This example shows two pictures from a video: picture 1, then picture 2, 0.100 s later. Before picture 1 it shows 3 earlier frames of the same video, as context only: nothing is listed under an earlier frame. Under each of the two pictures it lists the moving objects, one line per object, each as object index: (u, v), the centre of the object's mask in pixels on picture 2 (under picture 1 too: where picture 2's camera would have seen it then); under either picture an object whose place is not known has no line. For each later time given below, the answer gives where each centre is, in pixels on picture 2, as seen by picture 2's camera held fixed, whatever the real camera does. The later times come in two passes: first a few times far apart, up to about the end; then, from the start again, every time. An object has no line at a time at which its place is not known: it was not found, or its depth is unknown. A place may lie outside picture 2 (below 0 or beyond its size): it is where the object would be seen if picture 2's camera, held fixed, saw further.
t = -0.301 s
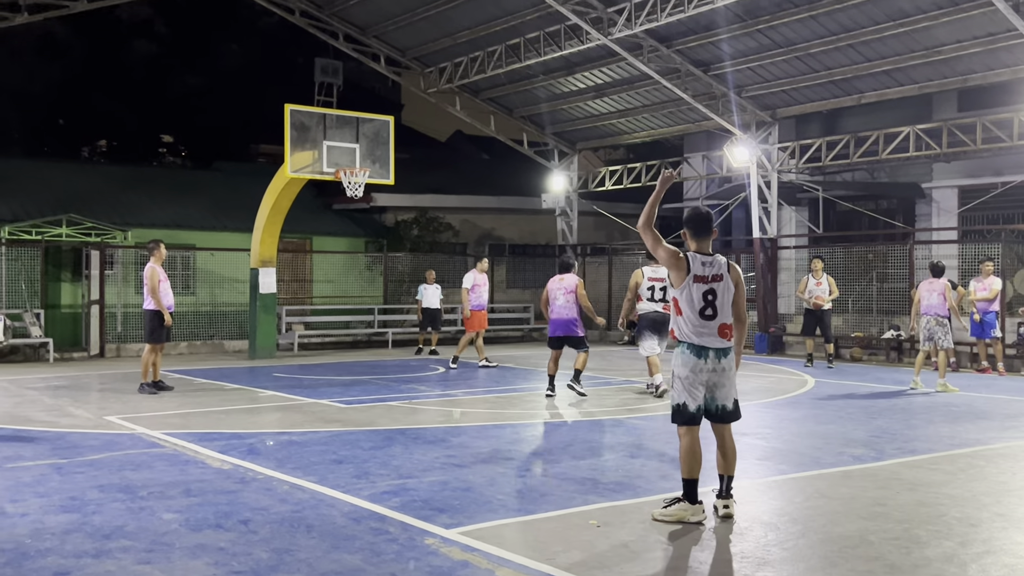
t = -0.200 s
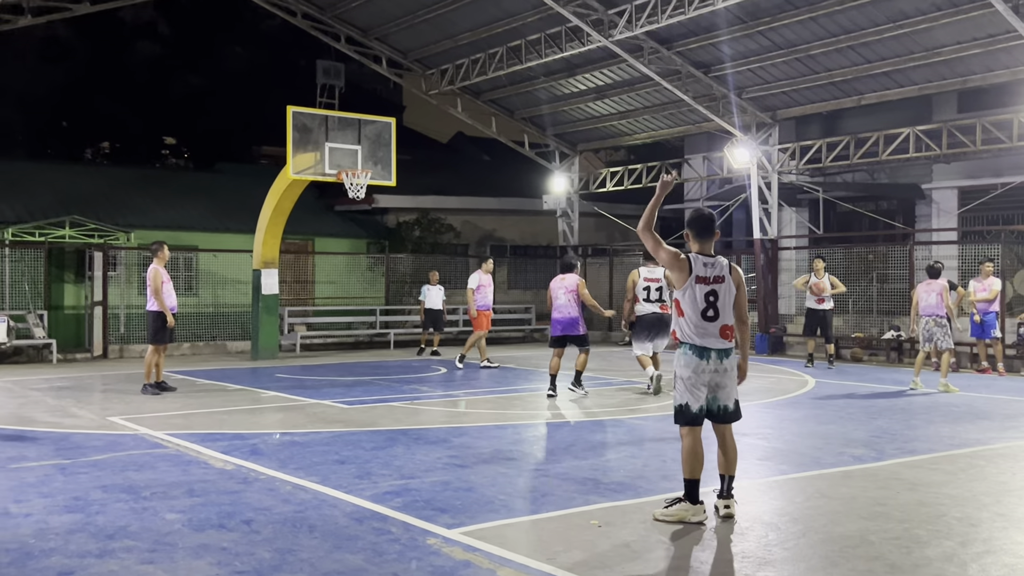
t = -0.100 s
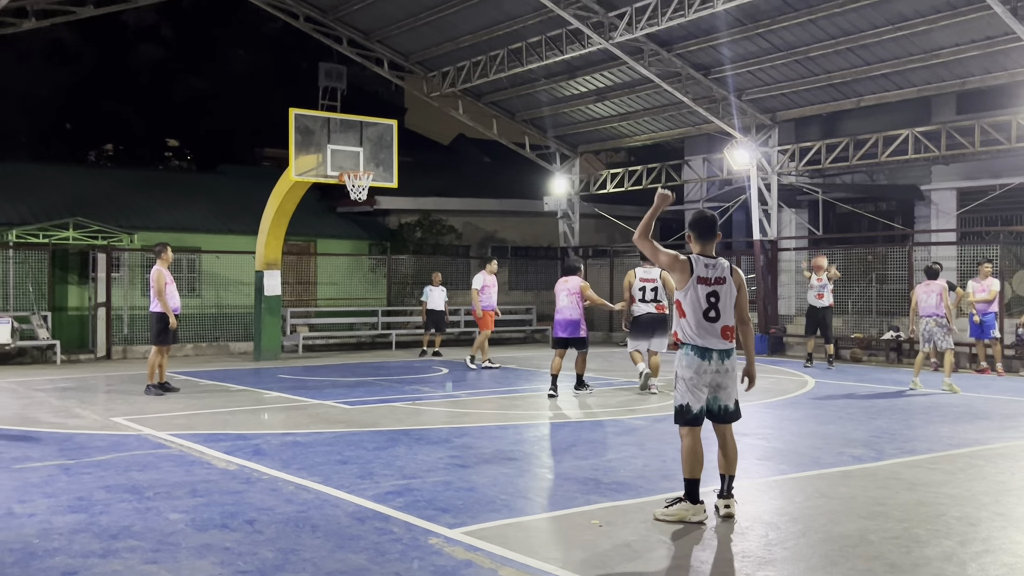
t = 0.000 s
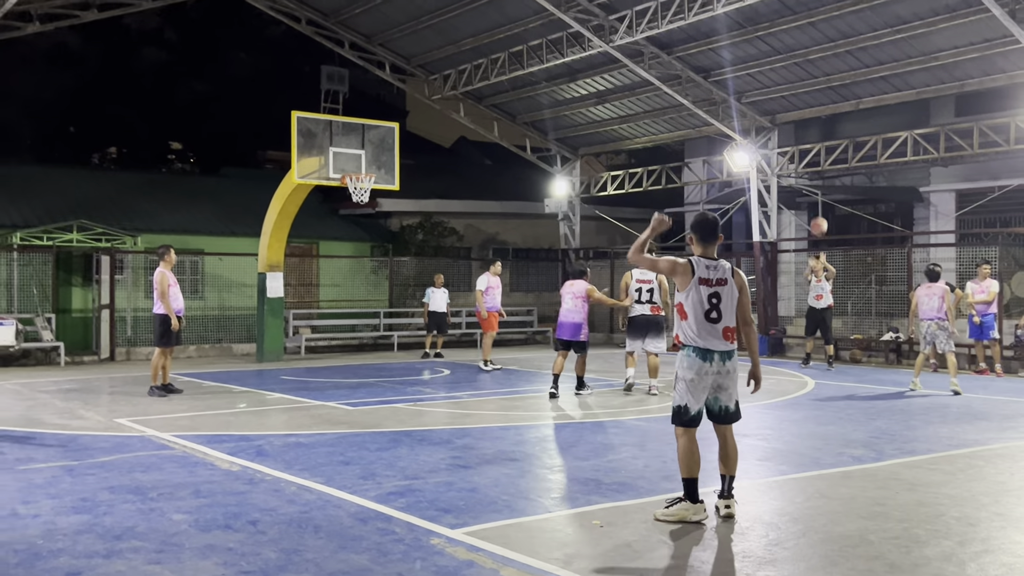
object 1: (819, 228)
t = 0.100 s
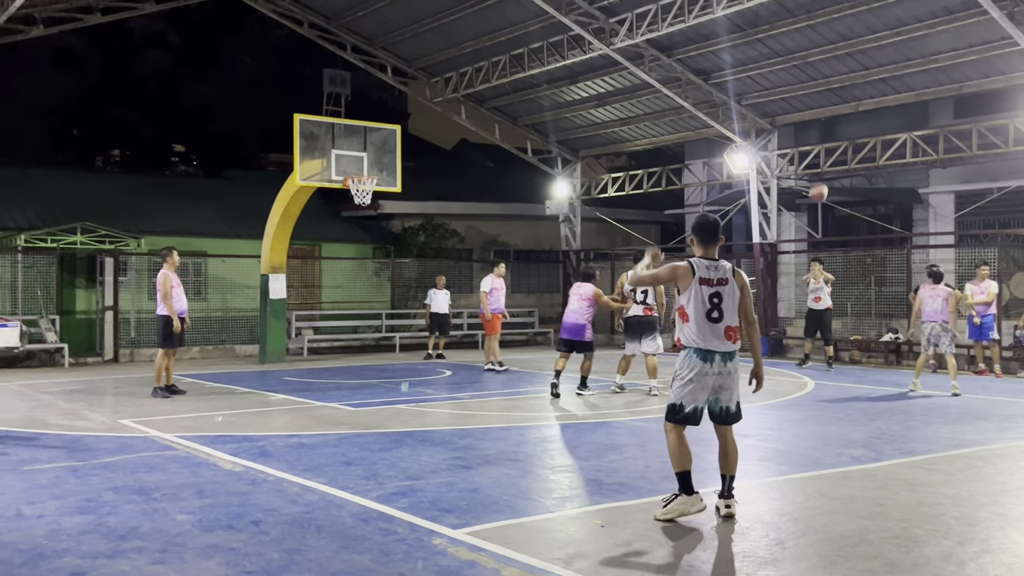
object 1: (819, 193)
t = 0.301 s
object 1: (819, 131)
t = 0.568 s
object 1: (823, 77)
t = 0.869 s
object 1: (833, 90)
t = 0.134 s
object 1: (819, 182)
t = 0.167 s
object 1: (818, 171)
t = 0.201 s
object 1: (818, 159)
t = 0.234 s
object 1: (819, 149)
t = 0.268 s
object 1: (819, 140)
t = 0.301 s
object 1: (819, 131)
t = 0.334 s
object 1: (819, 122)
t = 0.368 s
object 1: (820, 114)
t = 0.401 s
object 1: (820, 106)
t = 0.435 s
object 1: (821, 99)
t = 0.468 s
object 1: (821, 94)
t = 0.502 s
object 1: (822, 87)
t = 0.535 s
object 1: (822, 82)
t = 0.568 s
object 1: (823, 77)
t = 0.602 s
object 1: (824, 74)
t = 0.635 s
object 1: (825, 72)
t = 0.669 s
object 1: (826, 71)
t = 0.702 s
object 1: (827, 71)
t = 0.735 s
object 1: (828, 72)
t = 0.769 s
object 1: (829, 74)
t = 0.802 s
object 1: (830, 78)
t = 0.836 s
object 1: (832, 83)
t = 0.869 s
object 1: (833, 90)
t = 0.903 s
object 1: (836, 100)
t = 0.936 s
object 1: (837, 111)
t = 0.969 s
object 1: (839, 124)
